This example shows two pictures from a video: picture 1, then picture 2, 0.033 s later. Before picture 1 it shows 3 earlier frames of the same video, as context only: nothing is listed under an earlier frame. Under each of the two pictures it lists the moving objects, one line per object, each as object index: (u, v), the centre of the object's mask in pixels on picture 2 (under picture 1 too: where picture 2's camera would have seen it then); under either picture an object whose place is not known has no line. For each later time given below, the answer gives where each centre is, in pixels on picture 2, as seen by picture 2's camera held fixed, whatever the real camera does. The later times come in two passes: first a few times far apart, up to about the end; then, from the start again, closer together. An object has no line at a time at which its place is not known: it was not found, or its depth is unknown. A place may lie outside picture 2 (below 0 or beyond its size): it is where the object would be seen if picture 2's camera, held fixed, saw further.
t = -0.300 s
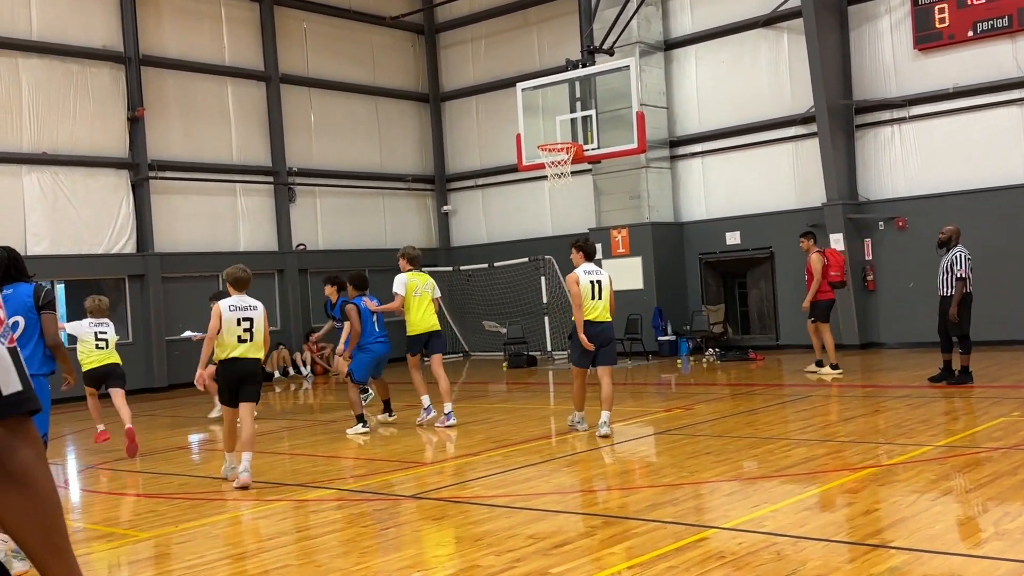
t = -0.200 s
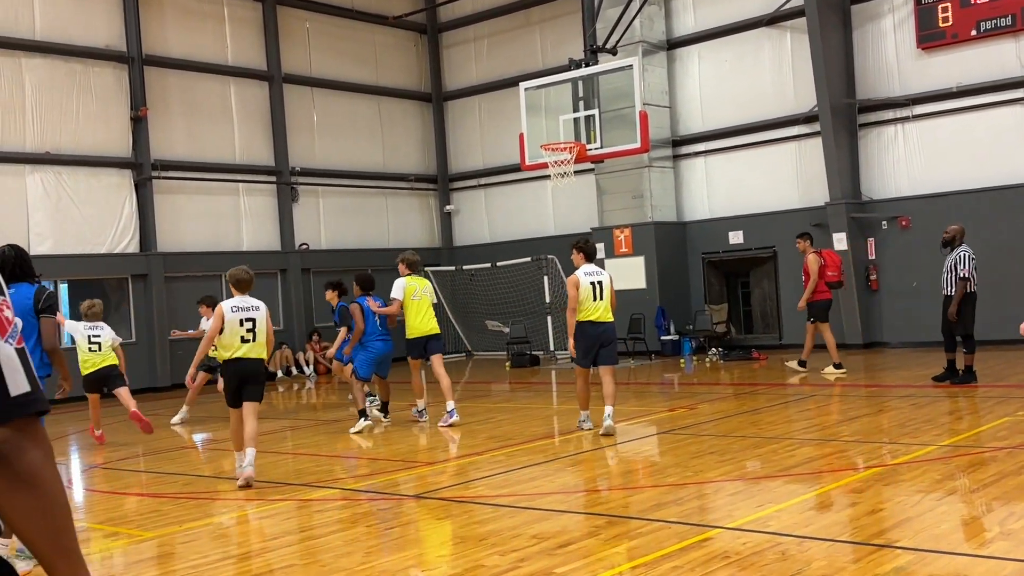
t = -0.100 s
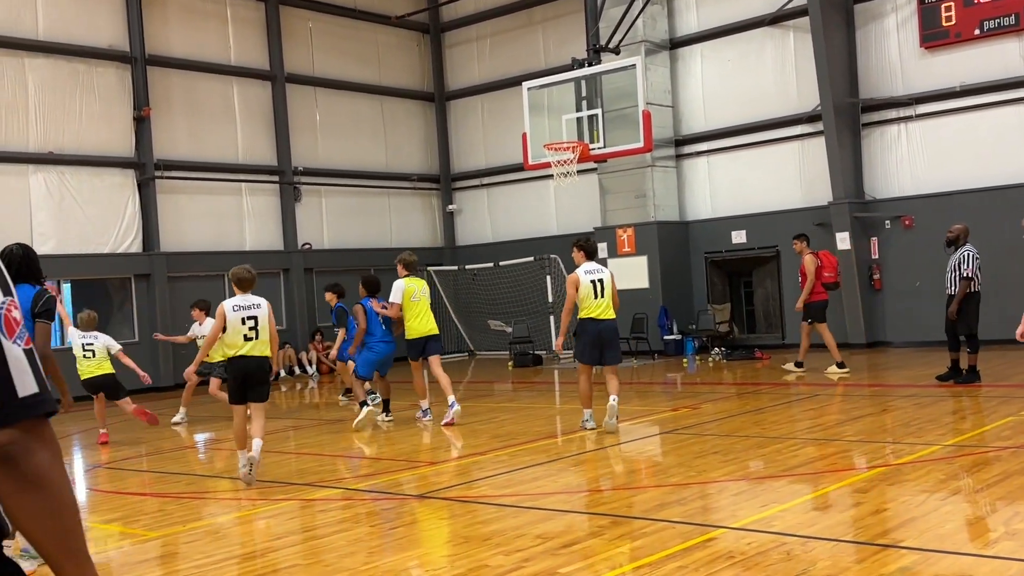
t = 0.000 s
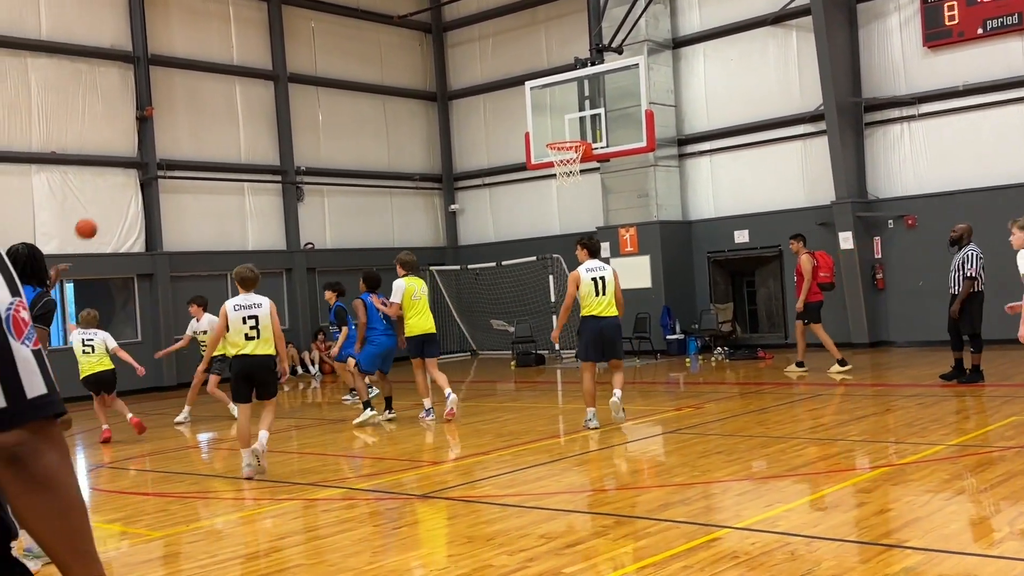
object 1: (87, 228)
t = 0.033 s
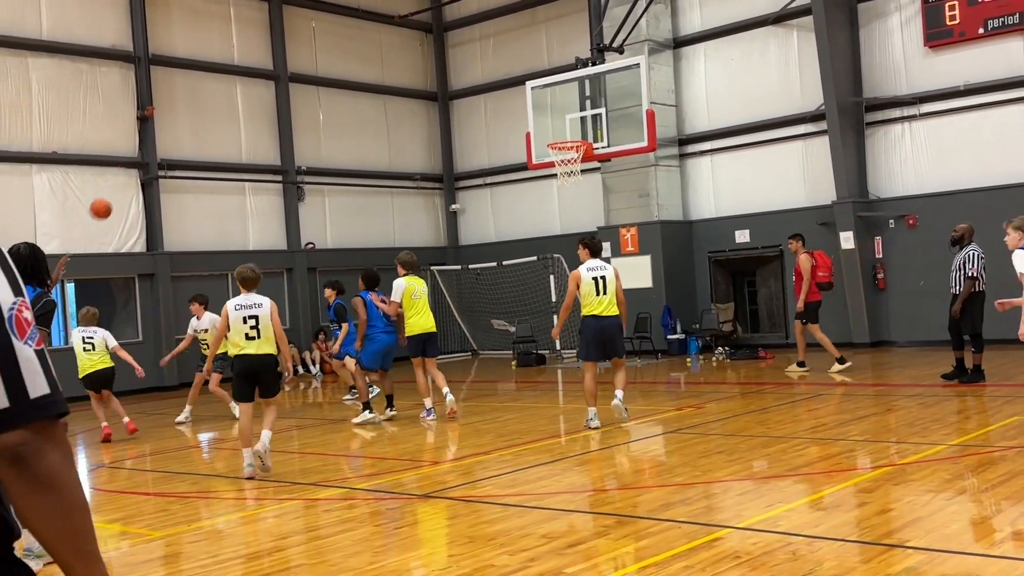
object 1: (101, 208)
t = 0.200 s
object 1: (170, 125)
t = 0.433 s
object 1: (266, 45)
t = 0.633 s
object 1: (347, 15)
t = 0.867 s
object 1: (442, 22)
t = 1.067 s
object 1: (523, 63)
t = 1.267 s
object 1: (594, 130)
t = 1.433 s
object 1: (594, 190)
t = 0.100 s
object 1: (129, 172)
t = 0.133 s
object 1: (142, 156)
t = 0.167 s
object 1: (156, 139)
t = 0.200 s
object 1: (170, 125)
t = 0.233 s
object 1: (183, 110)
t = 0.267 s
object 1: (198, 97)
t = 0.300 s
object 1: (211, 85)
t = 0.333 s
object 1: (225, 73)
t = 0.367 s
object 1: (238, 63)
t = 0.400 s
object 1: (252, 54)
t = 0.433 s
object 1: (266, 45)
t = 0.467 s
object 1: (279, 38)
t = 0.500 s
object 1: (293, 32)
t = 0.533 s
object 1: (306, 26)
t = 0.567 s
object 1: (319, 22)
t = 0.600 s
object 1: (333, 18)
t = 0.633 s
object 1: (347, 15)
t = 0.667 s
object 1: (361, 14)
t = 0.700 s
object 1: (374, 13)
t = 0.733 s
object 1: (388, 13)
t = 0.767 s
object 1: (402, 14)
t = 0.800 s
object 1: (415, 16)
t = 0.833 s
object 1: (428, 18)
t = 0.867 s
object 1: (442, 22)
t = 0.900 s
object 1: (456, 26)
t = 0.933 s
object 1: (469, 32)
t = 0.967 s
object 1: (483, 38)
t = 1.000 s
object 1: (496, 45)
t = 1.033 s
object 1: (510, 54)
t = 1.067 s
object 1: (523, 63)
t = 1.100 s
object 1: (536, 72)
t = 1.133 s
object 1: (550, 83)
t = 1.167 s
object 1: (563, 94)
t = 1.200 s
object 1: (577, 107)
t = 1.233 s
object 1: (592, 121)
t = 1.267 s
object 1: (594, 130)
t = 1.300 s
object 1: (594, 140)
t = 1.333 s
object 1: (593, 150)
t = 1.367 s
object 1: (594, 163)
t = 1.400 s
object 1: (594, 176)
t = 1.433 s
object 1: (594, 190)
